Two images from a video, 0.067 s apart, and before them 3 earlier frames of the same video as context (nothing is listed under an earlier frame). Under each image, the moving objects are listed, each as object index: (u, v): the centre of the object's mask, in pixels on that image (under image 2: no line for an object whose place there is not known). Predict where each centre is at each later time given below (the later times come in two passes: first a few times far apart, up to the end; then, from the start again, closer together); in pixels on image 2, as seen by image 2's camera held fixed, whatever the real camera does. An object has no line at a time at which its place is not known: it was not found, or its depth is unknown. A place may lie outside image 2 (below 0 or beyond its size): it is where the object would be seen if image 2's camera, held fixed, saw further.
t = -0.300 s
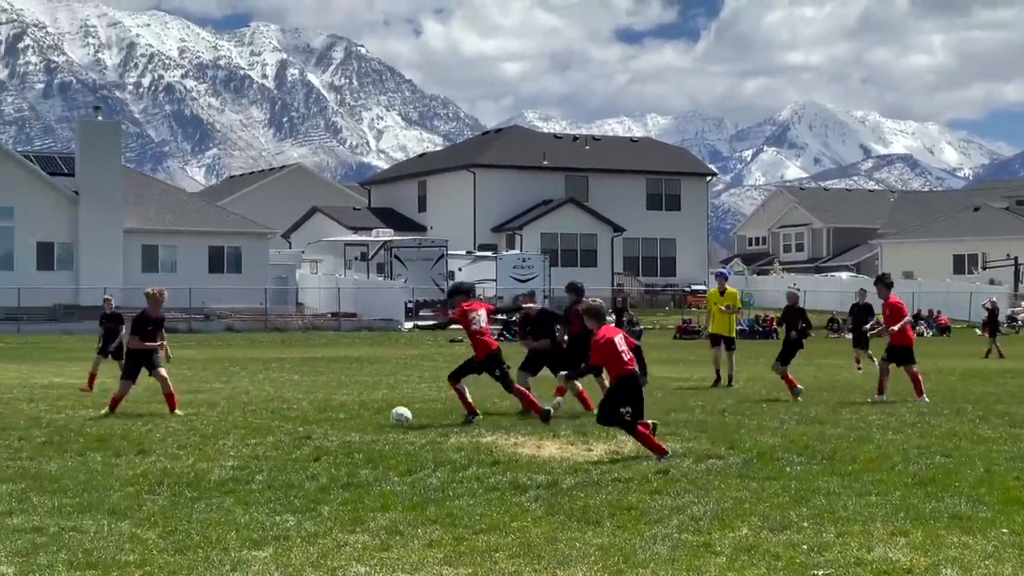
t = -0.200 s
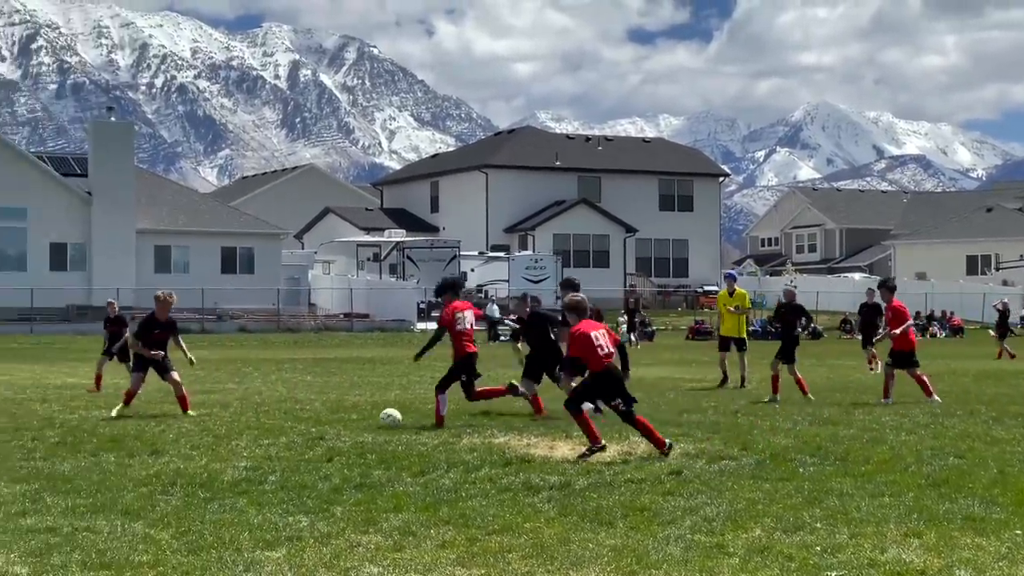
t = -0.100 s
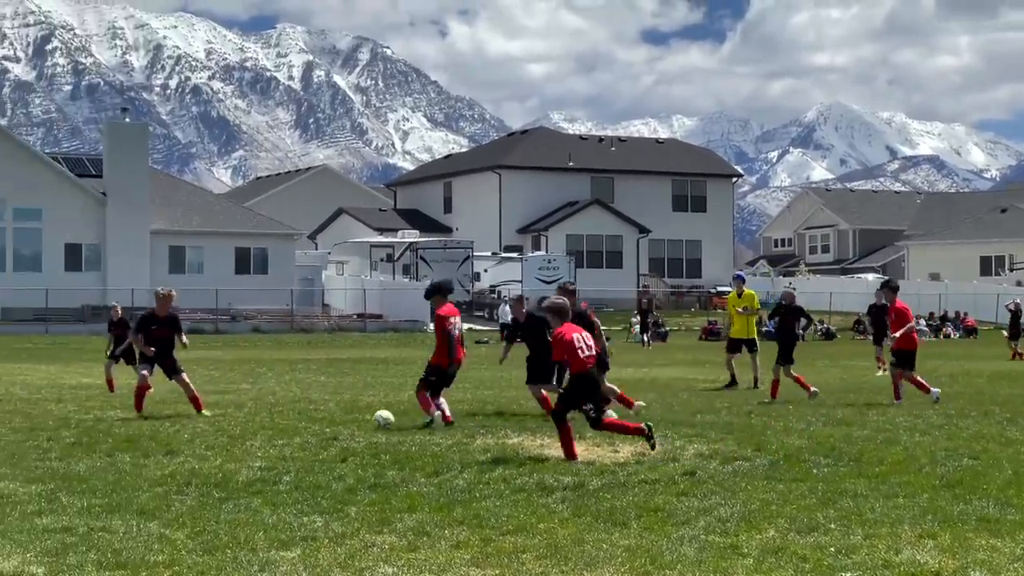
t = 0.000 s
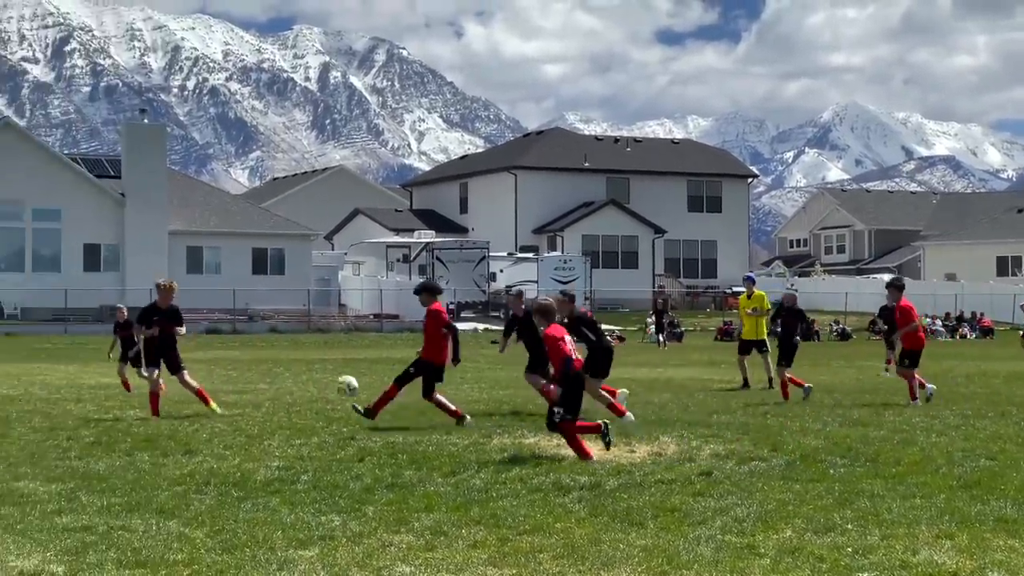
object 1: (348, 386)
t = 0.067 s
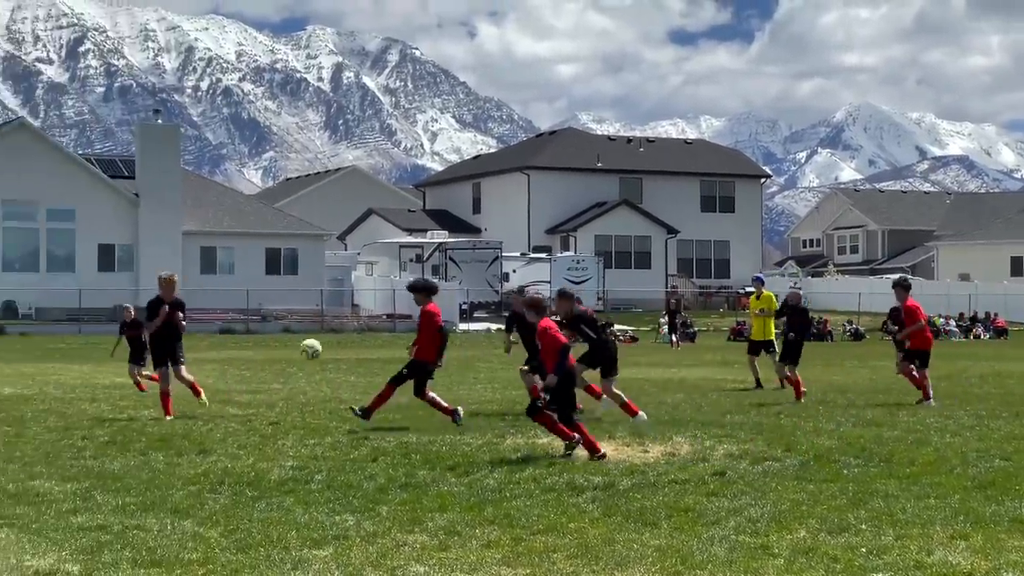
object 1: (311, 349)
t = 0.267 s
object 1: (188, 270)
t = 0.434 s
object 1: (105, 234)
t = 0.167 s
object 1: (245, 302)
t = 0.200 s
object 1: (226, 292)
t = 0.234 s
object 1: (206, 280)
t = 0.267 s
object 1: (188, 270)
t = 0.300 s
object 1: (170, 260)
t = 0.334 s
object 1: (153, 253)
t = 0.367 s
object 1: (136, 244)
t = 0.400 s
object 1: (119, 239)
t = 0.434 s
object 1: (105, 234)
